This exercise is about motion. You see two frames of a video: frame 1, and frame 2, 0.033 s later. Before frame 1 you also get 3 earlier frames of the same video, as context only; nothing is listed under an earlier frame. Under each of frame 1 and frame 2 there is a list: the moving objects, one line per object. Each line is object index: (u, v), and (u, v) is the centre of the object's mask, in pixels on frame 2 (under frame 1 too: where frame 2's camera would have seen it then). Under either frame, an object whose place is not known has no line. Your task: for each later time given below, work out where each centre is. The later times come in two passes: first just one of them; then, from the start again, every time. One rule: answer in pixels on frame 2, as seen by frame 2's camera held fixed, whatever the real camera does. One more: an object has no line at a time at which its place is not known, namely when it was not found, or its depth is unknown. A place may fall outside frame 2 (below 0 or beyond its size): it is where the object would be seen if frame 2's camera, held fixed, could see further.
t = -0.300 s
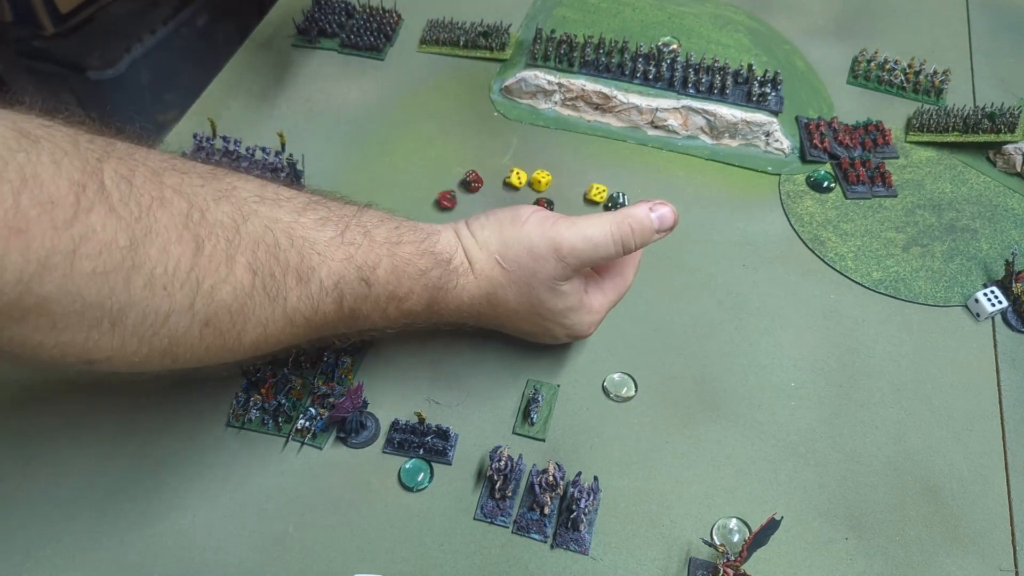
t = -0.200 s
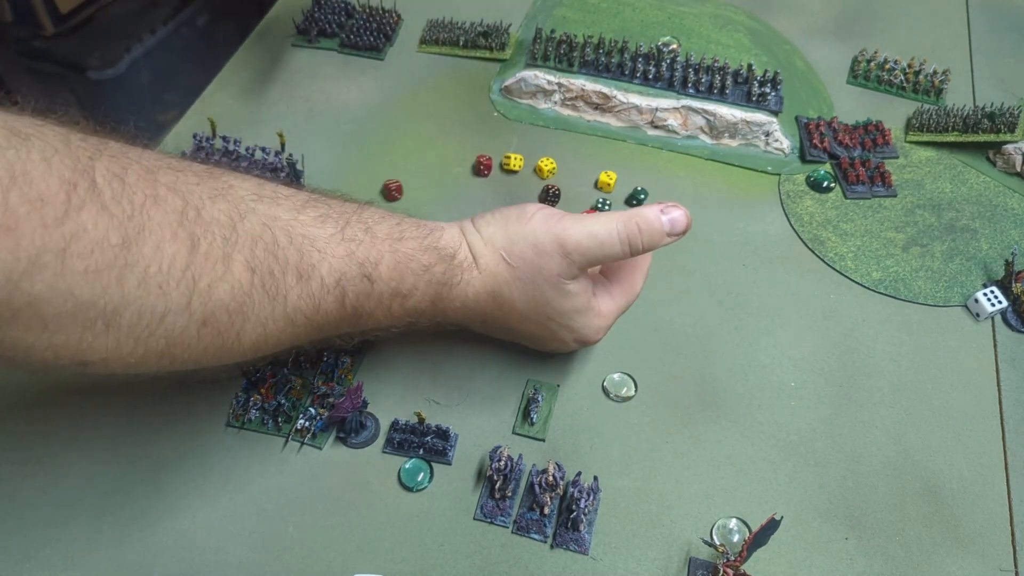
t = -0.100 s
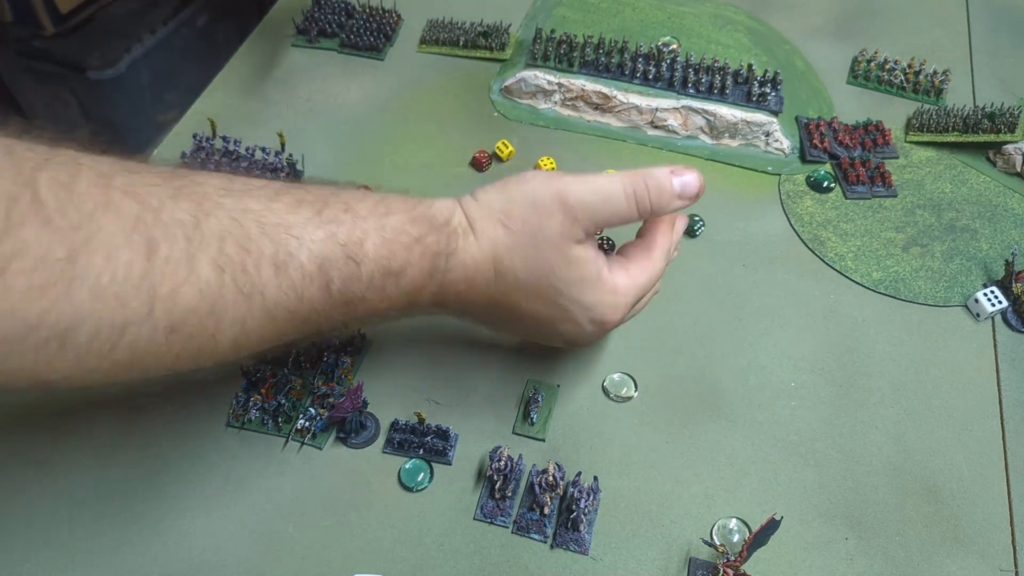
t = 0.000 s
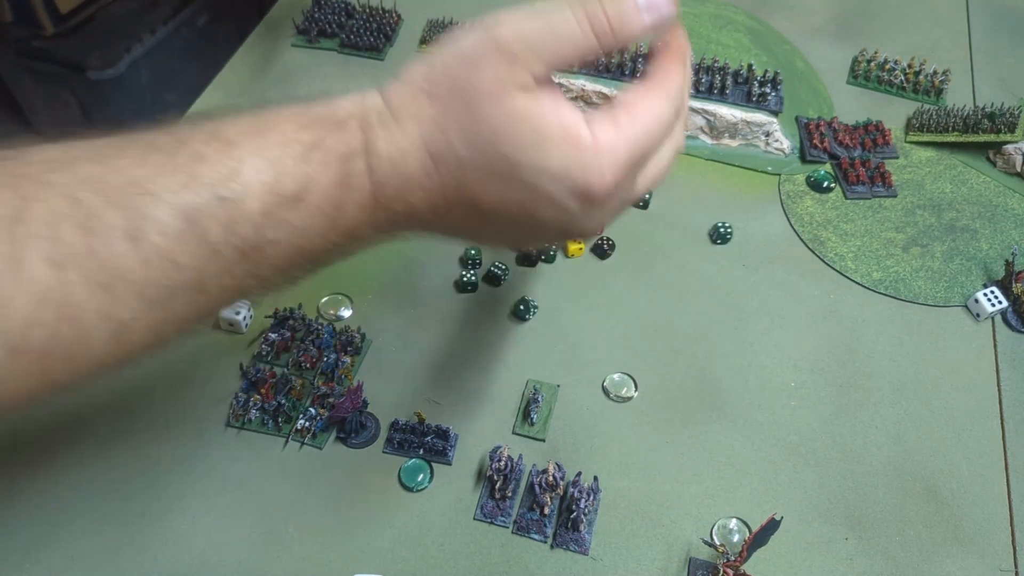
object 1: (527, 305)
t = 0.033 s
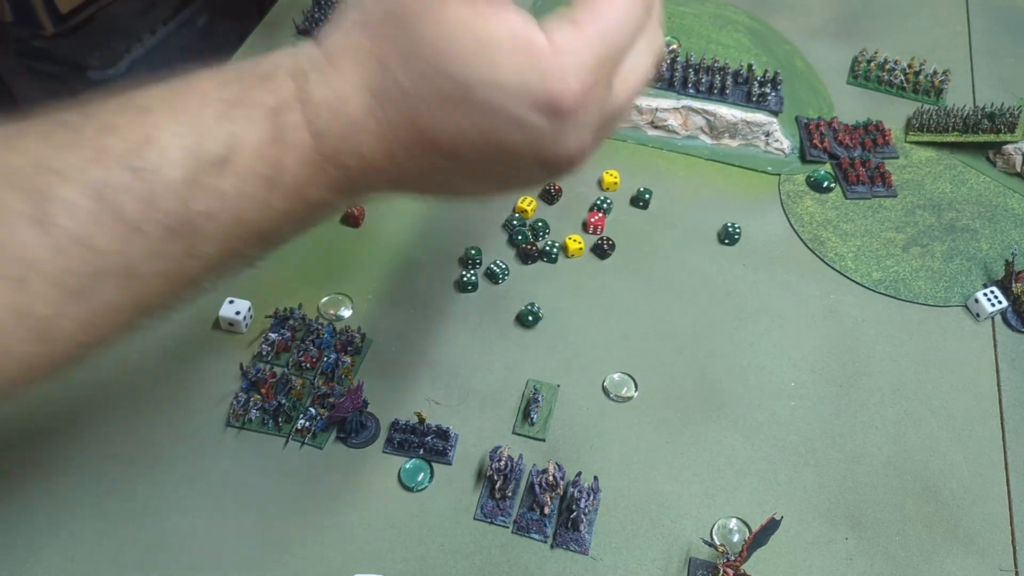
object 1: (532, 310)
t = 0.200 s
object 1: (569, 317)
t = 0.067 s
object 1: (537, 317)
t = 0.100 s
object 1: (546, 320)
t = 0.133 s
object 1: (554, 322)
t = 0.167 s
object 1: (562, 320)
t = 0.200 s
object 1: (569, 317)
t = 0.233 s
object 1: (580, 319)
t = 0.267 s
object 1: (586, 321)
